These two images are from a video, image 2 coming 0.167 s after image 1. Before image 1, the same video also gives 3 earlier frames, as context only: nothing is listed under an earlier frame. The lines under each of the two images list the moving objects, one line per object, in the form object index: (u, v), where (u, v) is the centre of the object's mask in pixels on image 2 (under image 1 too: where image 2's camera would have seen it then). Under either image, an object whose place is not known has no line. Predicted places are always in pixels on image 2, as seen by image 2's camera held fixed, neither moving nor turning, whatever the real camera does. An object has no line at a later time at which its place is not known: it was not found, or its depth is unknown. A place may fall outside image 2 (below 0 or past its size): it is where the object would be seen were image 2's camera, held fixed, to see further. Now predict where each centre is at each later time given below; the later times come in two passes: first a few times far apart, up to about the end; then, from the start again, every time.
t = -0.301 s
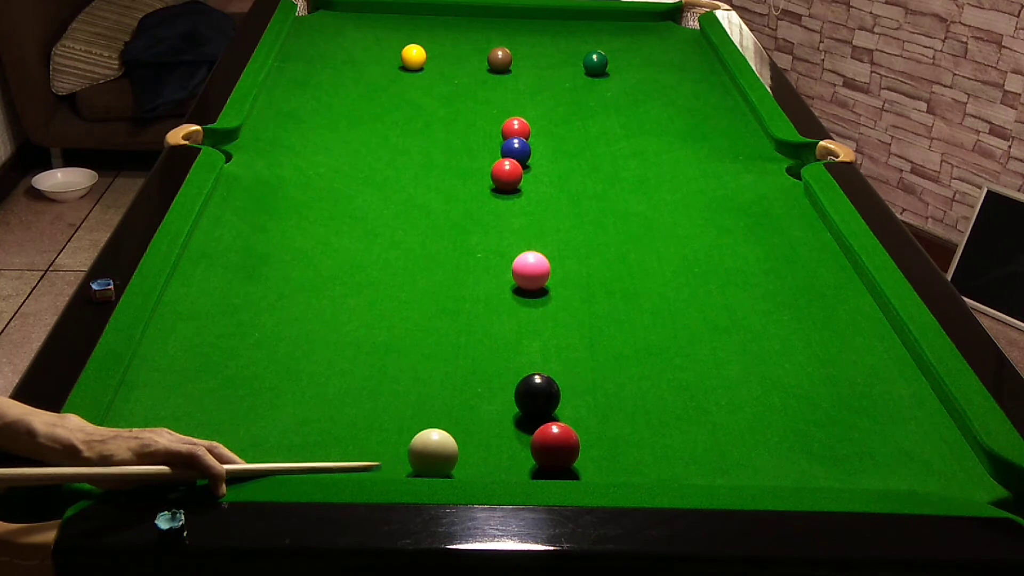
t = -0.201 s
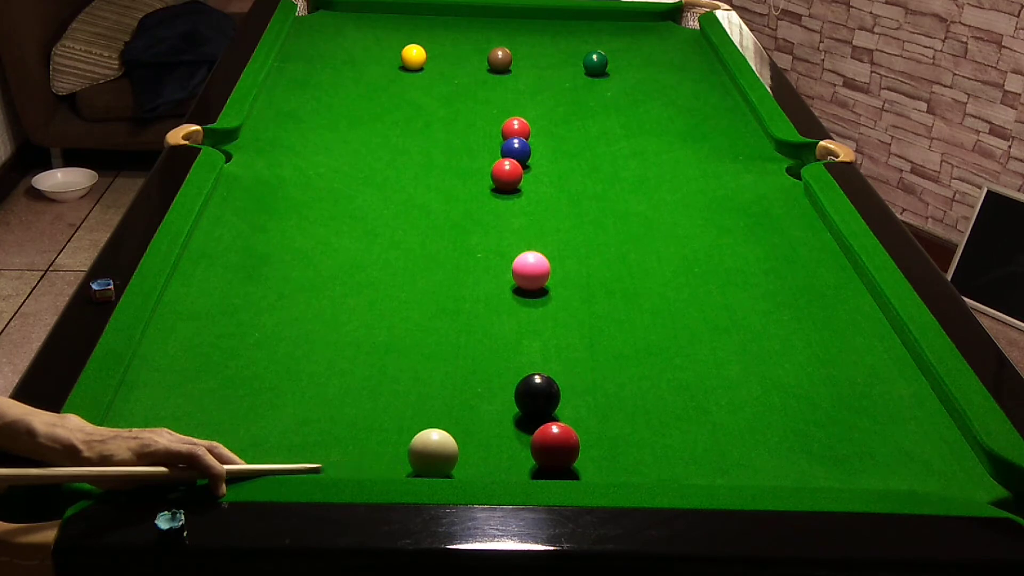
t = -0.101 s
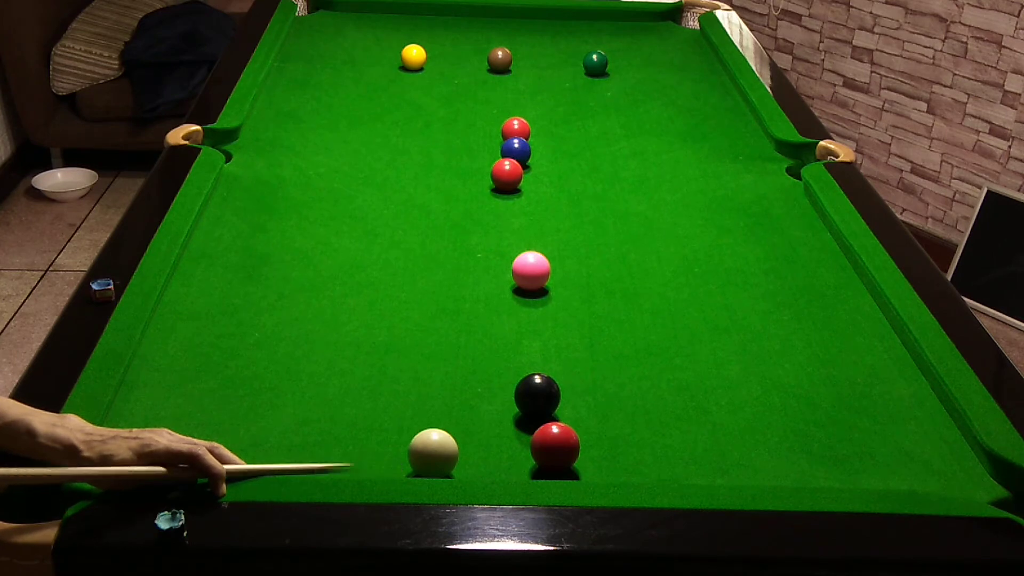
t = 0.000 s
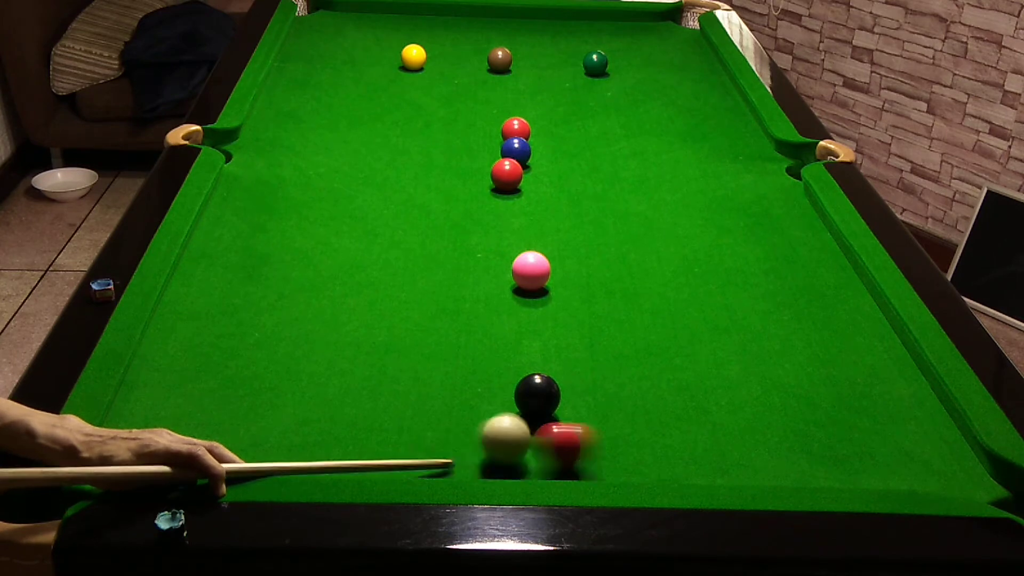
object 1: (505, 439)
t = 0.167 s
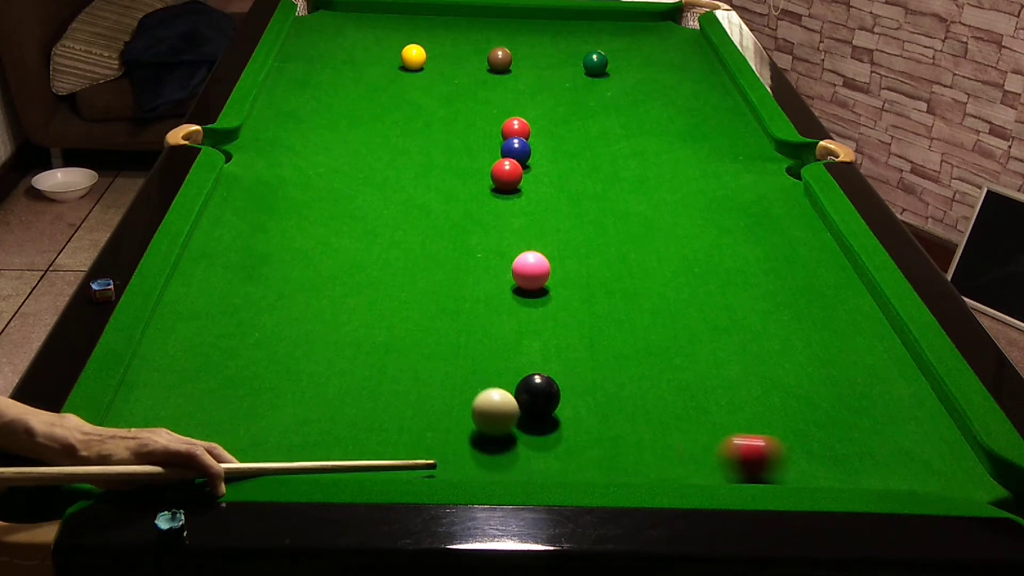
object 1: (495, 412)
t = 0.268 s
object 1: (485, 399)
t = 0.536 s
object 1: (460, 366)
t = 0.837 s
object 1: (437, 335)
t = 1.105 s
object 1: (420, 311)
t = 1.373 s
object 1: (407, 290)
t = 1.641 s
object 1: (396, 271)
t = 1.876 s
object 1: (387, 258)
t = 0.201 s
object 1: (492, 408)
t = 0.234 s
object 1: (488, 403)
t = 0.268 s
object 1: (485, 399)
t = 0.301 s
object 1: (482, 394)
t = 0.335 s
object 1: (478, 390)
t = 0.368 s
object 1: (475, 386)
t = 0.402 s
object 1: (472, 381)
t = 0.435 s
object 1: (469, 378)
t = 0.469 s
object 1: (466, 374)
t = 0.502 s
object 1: (463, 370)
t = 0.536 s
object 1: (460, 366)
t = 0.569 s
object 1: (457, 362)
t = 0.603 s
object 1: (454, 359)
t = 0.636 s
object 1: (452, 355)
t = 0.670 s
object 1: (449, 352)
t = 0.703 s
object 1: (447, 348)
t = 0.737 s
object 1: (444, 345)
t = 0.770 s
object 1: (441, 341)
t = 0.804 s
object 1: (439, 338)
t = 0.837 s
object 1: (437, 335)
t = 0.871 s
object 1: (435, 332)
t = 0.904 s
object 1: (433, 329)
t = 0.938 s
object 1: (431, 325)
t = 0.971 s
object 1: (428, 322)
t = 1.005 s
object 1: (426, 319)
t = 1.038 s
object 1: (424, 317)
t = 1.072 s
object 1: (422, 314)
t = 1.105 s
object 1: (420, 311)
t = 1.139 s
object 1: (419, 308)
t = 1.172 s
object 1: (417, 306)
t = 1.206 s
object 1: (415, 302)
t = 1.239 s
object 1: (413, 300)
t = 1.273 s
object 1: (412, 297)
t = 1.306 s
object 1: (410, 295)
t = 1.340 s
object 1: (409, 292)
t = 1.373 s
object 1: (407, 290)
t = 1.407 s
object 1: (405, 287)
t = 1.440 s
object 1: (404, 285)
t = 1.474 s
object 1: (402, 283)
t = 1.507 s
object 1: (401, 280)
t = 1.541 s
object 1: (400, 278)
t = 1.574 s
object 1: (398, 276)
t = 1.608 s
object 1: (397, 273)
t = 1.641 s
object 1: (396, 271)
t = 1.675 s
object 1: (394, 269)
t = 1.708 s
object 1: (393, 267)
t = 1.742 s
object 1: (392, 265)
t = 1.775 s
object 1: (390, 264)
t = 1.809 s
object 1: (389, 261)
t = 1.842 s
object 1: (388, 260)
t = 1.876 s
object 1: (387, 258)
